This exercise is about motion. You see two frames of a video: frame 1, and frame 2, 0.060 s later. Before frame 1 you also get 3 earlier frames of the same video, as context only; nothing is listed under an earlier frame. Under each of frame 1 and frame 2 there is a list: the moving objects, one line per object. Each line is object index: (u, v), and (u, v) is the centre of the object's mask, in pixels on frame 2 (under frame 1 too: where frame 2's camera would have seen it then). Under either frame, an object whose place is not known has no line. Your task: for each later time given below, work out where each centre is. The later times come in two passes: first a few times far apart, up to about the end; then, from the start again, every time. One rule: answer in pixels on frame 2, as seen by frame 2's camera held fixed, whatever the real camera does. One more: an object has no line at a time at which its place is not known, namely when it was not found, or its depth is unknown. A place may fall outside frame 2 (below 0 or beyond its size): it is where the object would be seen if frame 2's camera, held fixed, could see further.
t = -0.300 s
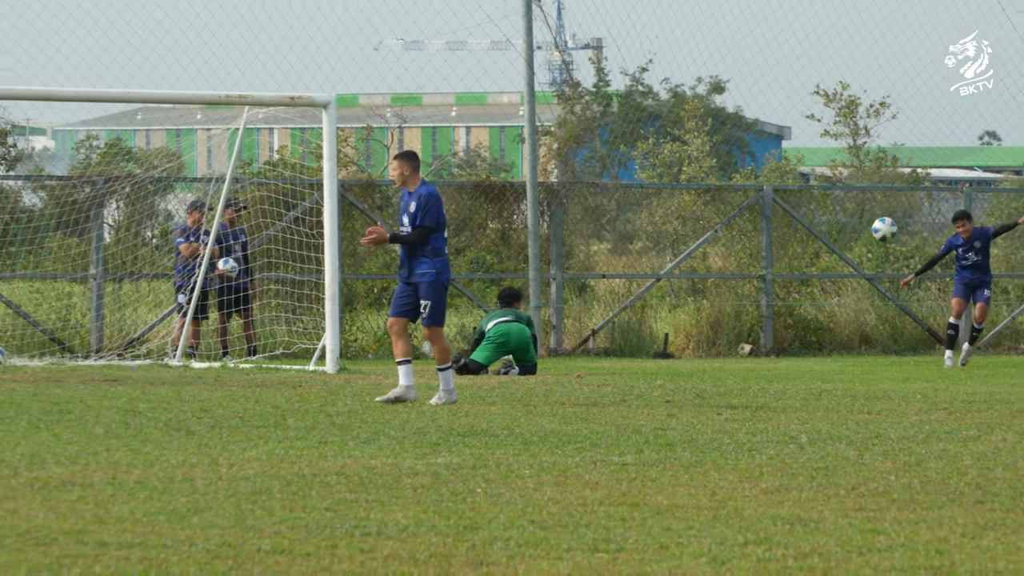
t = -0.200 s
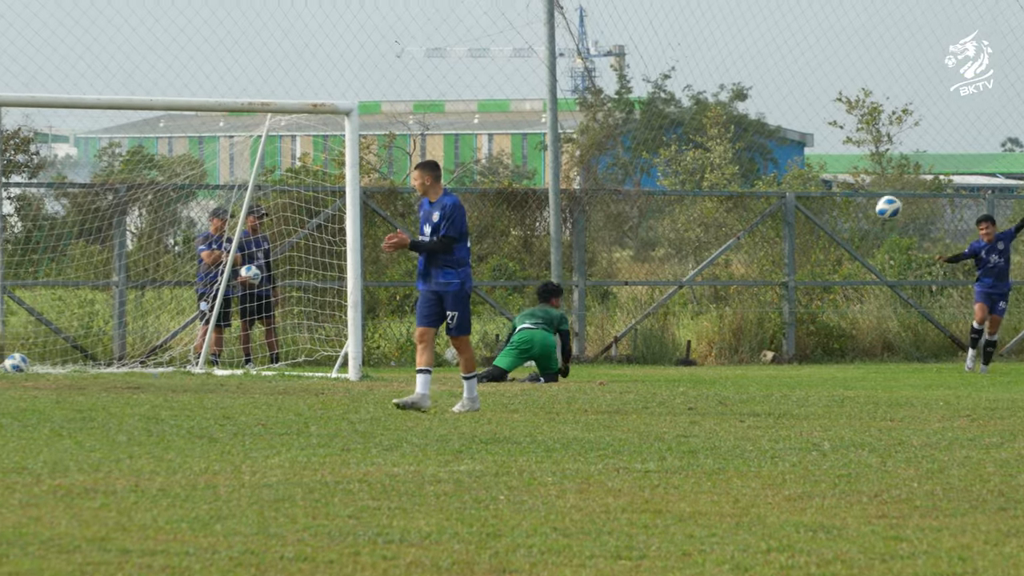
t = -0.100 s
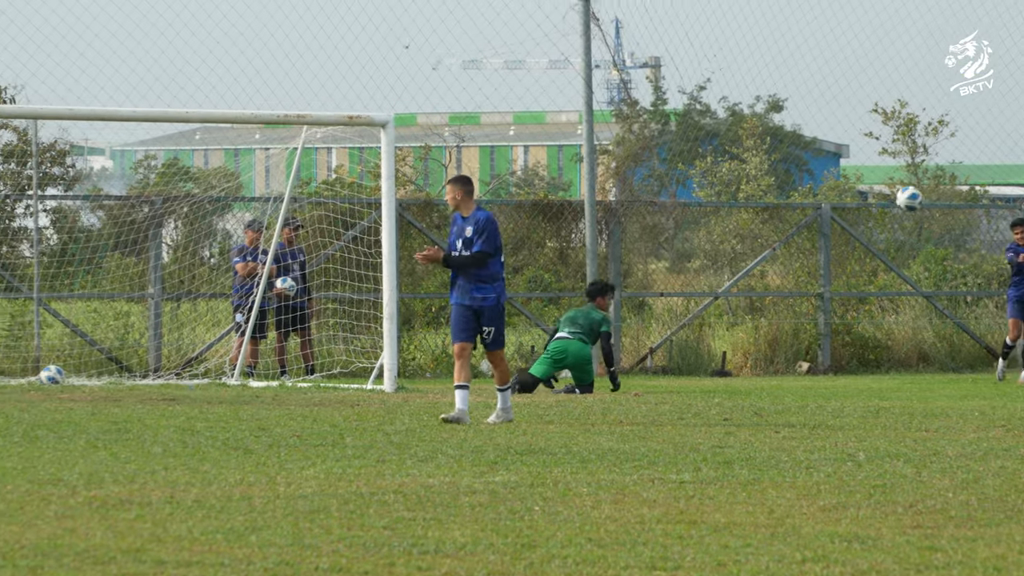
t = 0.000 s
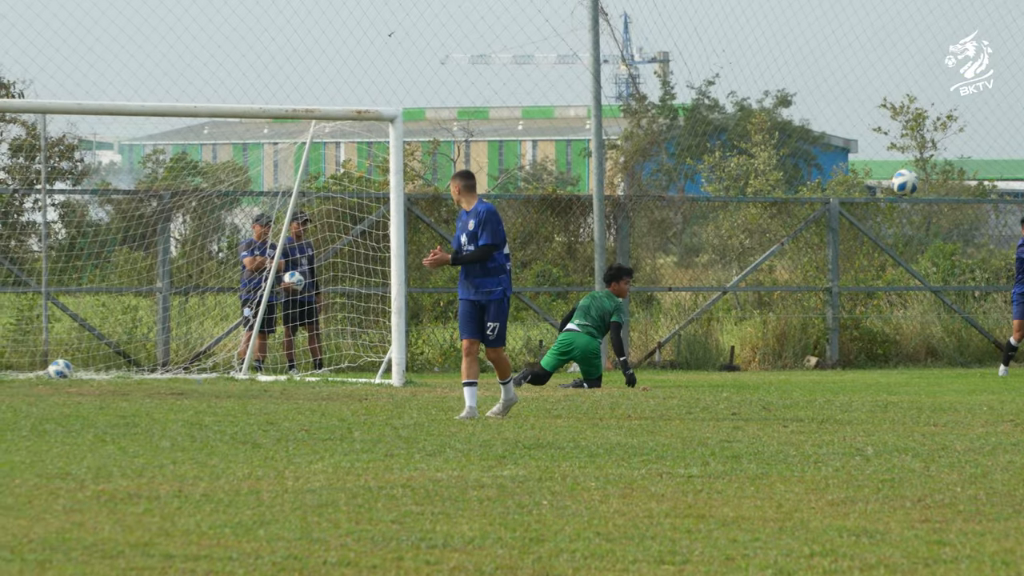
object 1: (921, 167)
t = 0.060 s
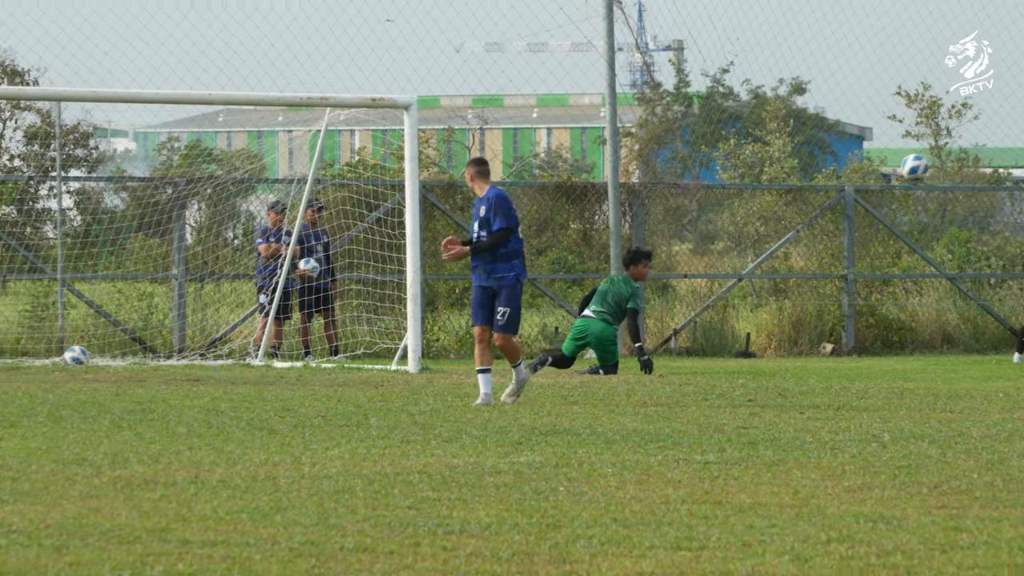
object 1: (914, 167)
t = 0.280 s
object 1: (899, 188)
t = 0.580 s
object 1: (909, 302)
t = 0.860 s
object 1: (960, 354)
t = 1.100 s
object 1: (1019, 347)
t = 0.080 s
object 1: (911, 168)
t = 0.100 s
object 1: (909, 167)
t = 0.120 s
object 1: (907, 168)
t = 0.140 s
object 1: (905, 168)
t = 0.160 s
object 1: (905, 170)
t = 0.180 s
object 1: (903, 172)
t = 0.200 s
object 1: (902, 175)
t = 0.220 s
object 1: (901, 177)
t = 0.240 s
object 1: (900, 180)
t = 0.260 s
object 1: (899, 184)
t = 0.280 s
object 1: (899, 188)
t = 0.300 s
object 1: (898, 192)
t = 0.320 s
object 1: (898, 196)
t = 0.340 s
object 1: (898, 202)
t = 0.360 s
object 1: (899, 208)
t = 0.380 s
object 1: (899, 214)
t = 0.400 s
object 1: (899, 220)
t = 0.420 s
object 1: (900, 227)
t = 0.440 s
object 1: (900, 234)
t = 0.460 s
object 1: (902, 243)
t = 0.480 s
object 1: (902, 251)
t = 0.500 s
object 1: (903, 261)
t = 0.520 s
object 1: (904, 269)
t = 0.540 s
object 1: (906, 280)
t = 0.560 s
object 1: (908, 290)
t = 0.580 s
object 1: (909, 302)
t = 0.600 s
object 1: (911, 312)
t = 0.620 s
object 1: (913, 324)
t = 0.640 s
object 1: (916, 337)
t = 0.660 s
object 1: (919, 350)
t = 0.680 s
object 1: (921, 363)
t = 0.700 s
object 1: (925, 378)
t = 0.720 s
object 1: (928, 391)
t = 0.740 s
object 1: (932, 388)
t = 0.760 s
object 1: (937, 382)
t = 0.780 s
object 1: (941, 375)
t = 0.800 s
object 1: (946, 369)
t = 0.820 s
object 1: (951, 363)
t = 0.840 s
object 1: (955, 358)
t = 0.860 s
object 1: (960, 354)
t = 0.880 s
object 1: (965, 350)
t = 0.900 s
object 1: (970, 347)
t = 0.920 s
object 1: (975, 344)
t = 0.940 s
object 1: (979, 343)
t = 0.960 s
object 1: (984, 341)
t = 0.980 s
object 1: (989, 340)
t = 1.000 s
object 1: (994, 340)
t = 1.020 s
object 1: (999, 340)
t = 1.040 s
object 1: (1004, 341)
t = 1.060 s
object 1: (1009, 343)
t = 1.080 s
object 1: (1014, 345)
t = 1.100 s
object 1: (1019, 347)
